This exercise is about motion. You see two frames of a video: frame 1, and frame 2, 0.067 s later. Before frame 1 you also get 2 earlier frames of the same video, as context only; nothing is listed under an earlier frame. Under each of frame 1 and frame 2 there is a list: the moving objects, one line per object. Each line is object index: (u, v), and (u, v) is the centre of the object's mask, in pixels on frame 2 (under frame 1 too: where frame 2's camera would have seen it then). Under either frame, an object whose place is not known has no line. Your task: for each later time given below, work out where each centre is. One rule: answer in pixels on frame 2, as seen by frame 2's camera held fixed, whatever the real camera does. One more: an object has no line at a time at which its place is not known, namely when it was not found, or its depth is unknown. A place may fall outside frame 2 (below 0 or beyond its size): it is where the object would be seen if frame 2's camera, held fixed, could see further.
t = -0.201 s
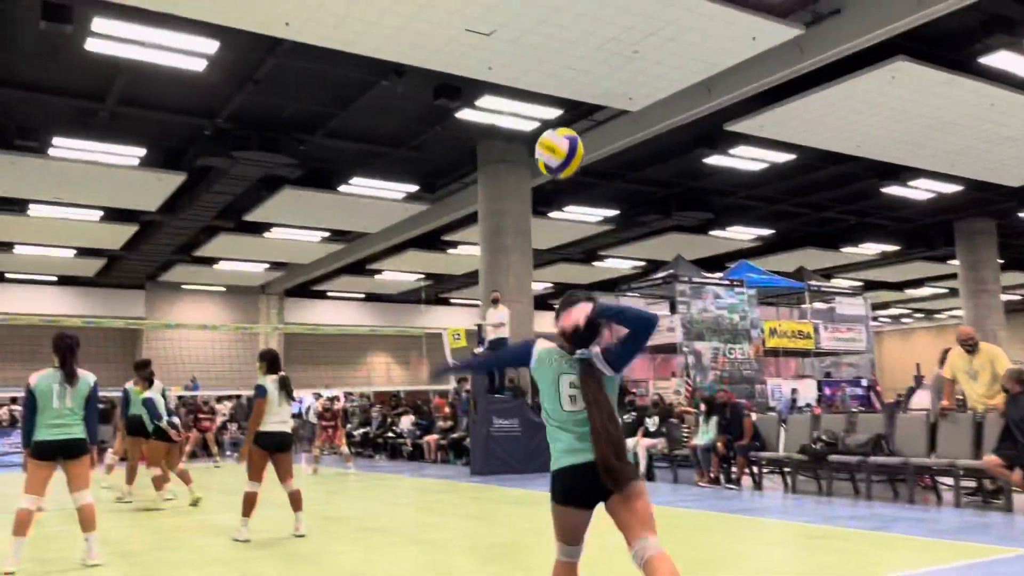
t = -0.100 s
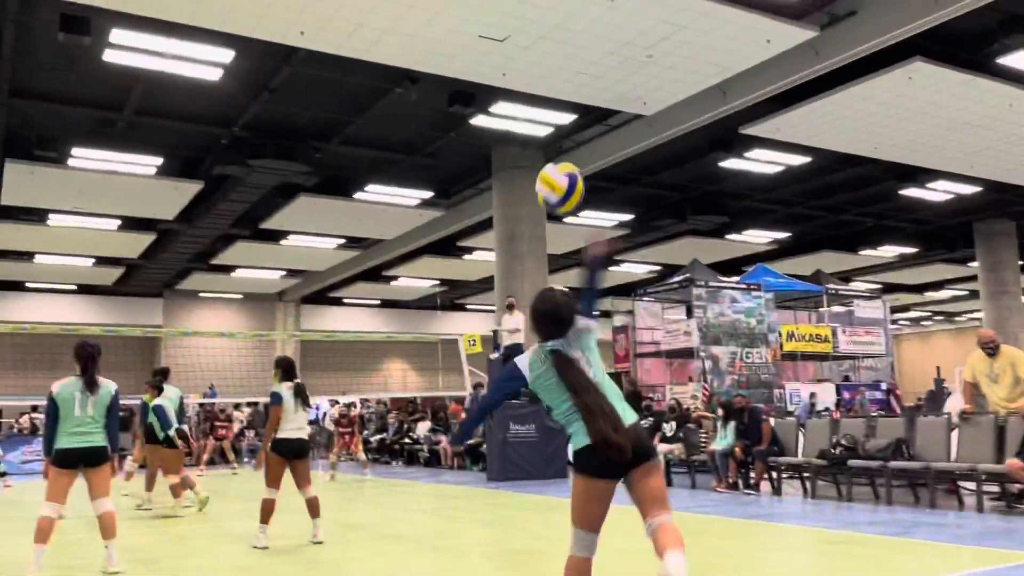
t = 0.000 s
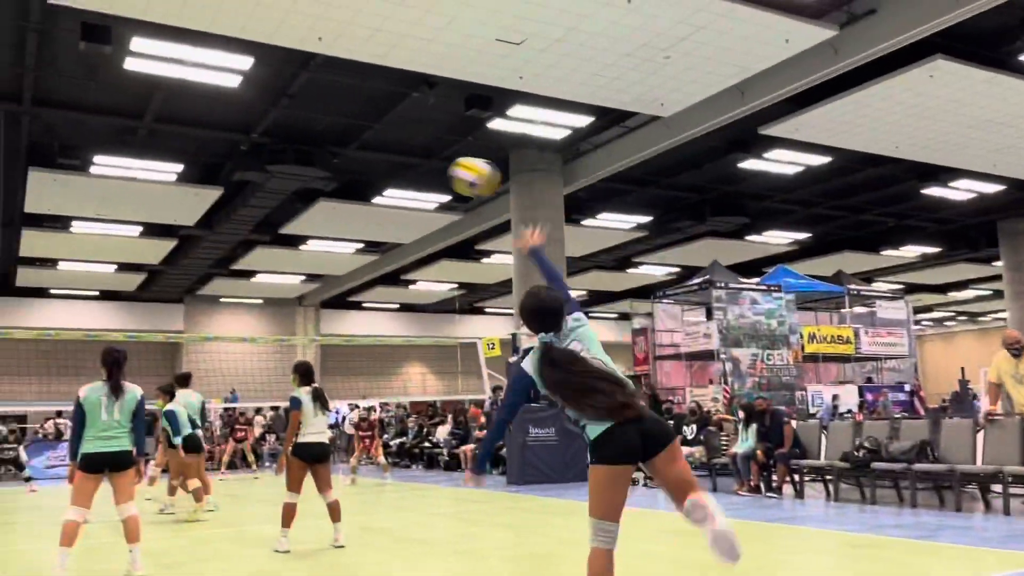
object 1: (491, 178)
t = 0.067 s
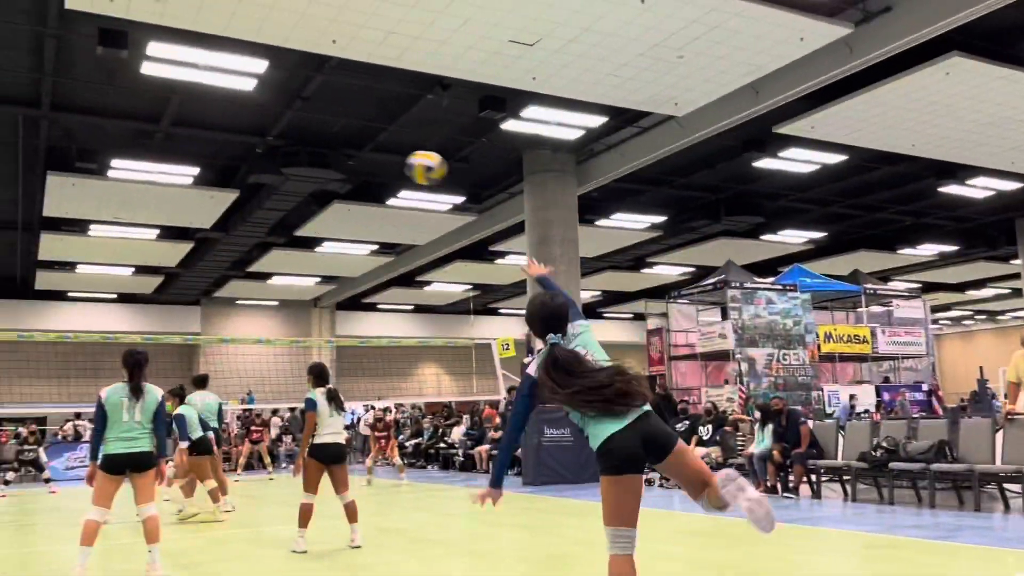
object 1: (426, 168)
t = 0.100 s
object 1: (401, 165)
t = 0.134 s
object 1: (381, 165)
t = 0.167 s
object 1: (362, 165)
